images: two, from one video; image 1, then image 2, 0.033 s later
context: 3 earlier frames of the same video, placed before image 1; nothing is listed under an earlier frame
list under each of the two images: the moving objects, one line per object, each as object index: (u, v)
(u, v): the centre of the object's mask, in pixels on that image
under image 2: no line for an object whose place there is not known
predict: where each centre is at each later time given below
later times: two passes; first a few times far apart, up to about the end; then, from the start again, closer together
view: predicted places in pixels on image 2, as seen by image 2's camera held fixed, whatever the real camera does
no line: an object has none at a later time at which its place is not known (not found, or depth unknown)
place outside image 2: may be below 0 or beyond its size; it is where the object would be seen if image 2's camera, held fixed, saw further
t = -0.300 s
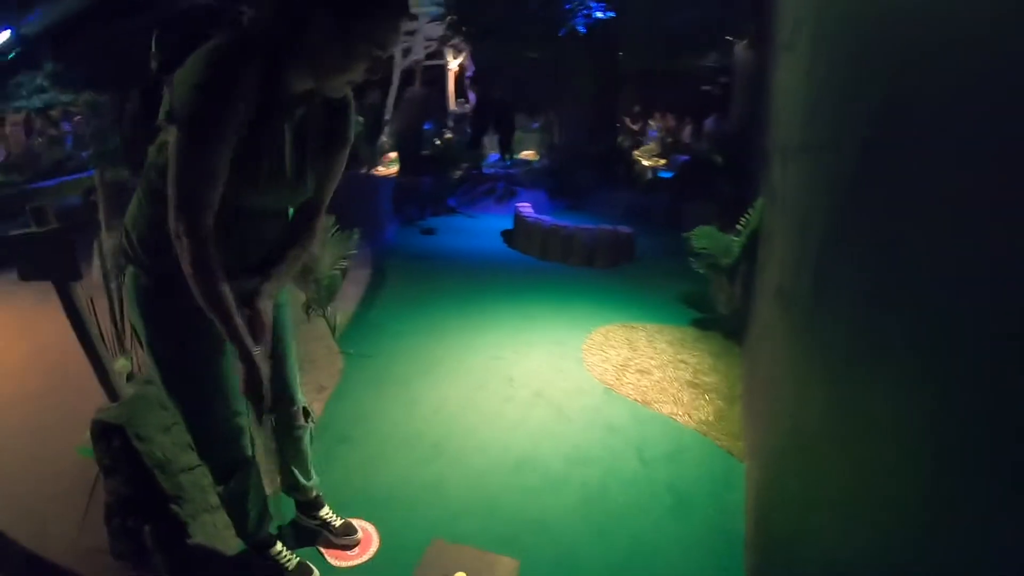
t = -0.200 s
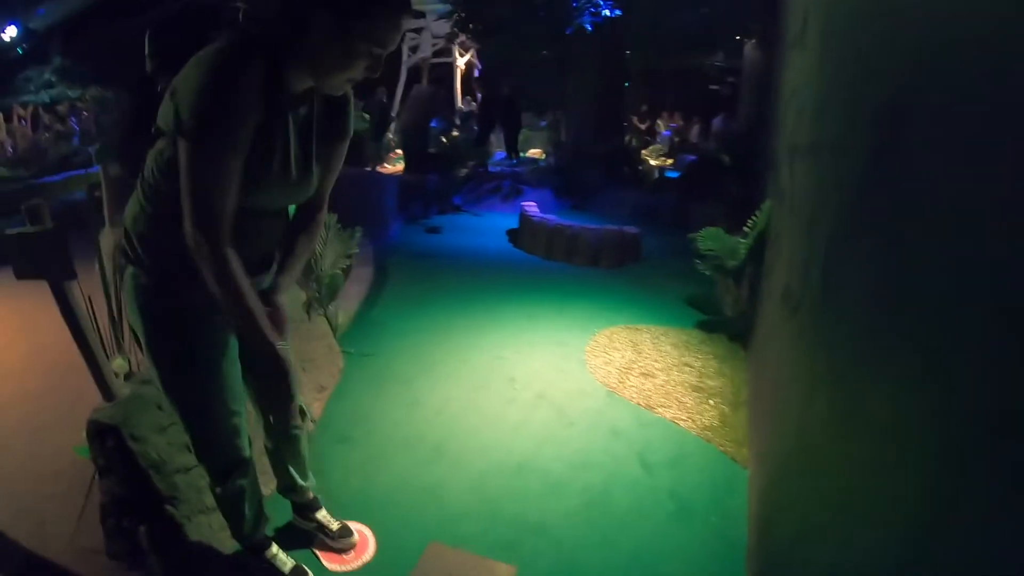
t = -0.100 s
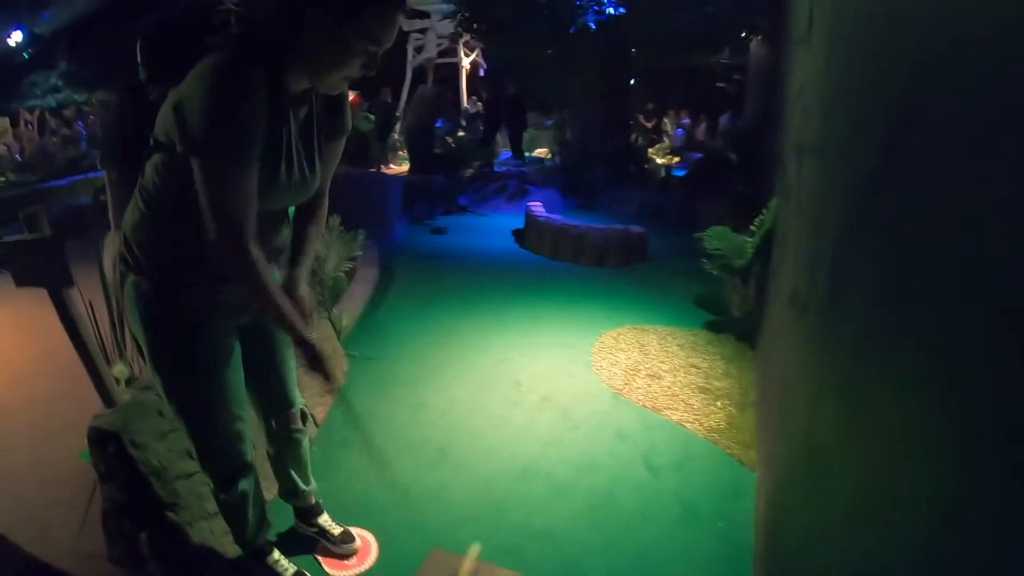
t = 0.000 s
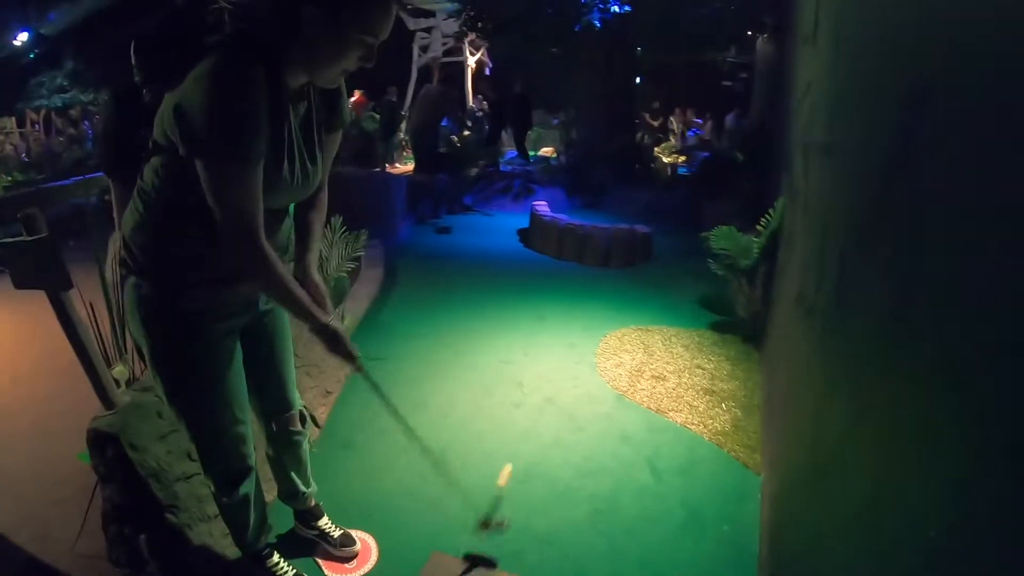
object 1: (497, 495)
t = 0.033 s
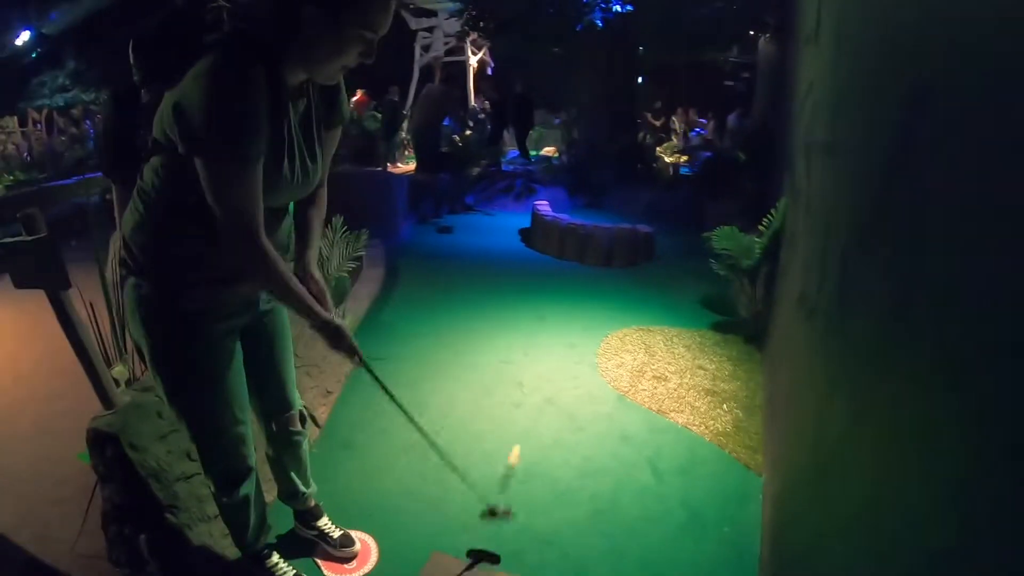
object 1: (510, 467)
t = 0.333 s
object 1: (559, 348)
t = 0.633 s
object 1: (579, 293)
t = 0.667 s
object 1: (580, 291)
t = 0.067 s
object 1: (520, 447)
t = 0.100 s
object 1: (529, 428)
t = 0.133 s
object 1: (533, 412)
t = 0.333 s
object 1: (559, 348)
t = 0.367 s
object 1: (562, 340)
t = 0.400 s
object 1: (565, 335)
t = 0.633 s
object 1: (579, 293)
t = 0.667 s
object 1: (580, 291)
